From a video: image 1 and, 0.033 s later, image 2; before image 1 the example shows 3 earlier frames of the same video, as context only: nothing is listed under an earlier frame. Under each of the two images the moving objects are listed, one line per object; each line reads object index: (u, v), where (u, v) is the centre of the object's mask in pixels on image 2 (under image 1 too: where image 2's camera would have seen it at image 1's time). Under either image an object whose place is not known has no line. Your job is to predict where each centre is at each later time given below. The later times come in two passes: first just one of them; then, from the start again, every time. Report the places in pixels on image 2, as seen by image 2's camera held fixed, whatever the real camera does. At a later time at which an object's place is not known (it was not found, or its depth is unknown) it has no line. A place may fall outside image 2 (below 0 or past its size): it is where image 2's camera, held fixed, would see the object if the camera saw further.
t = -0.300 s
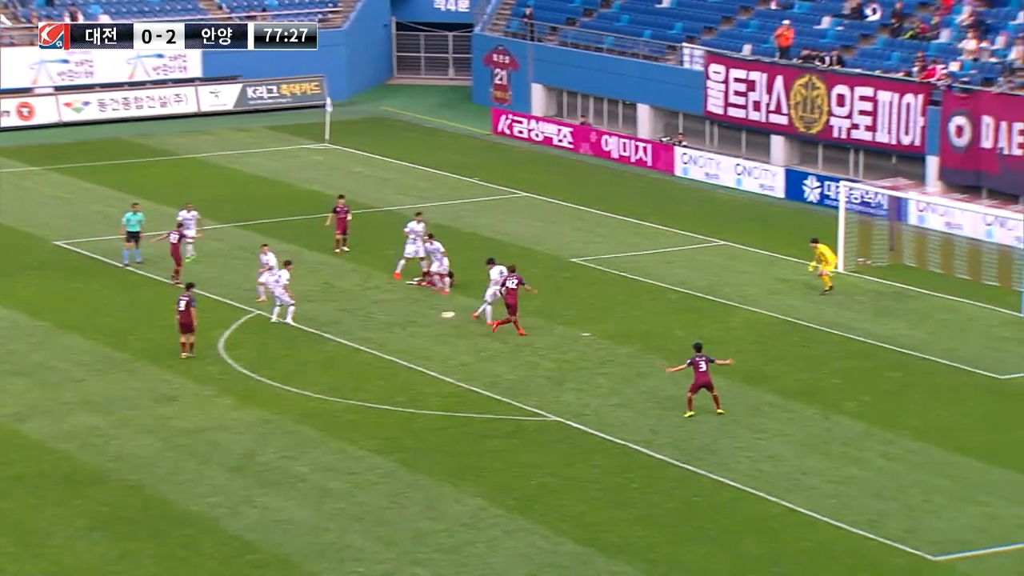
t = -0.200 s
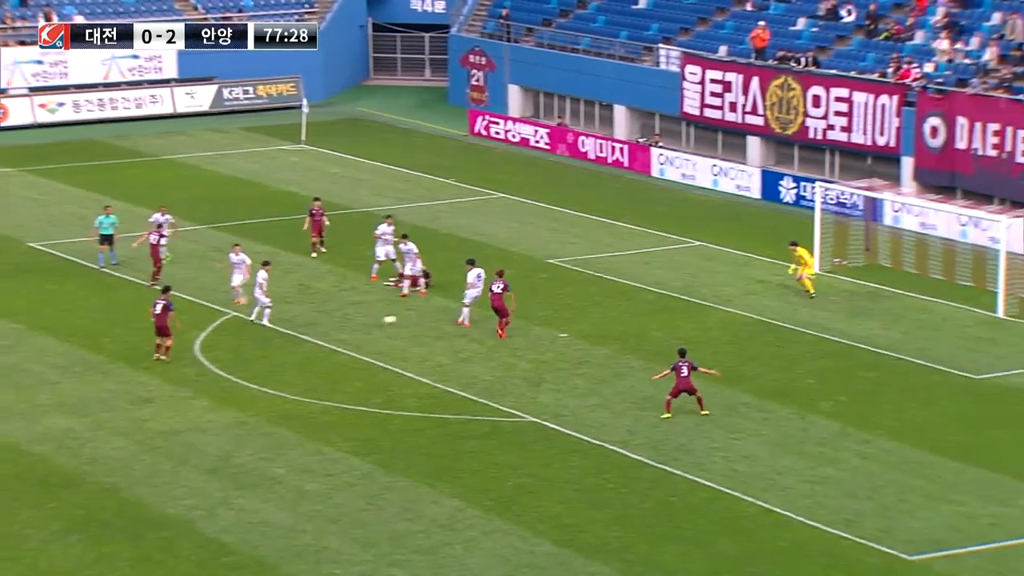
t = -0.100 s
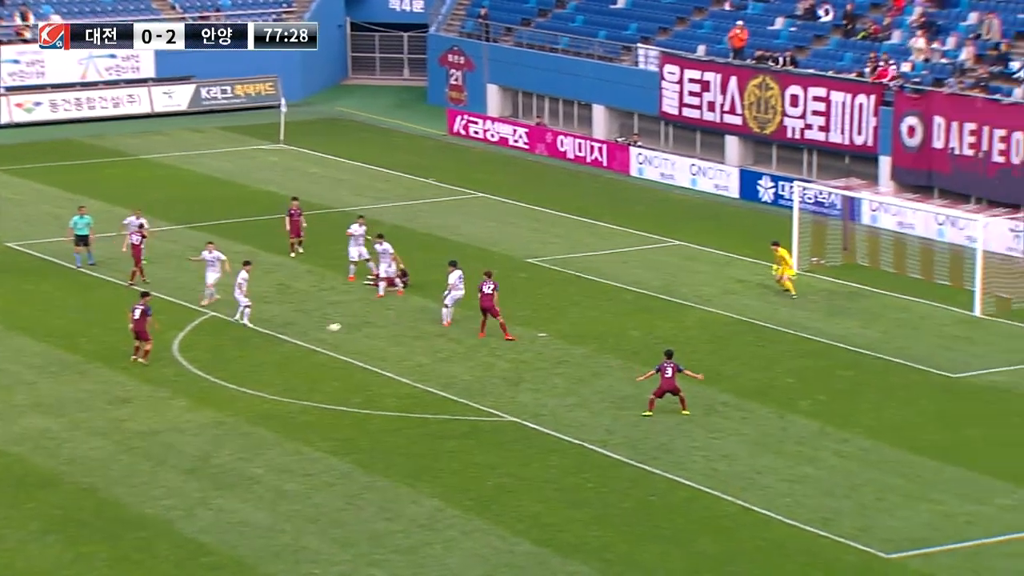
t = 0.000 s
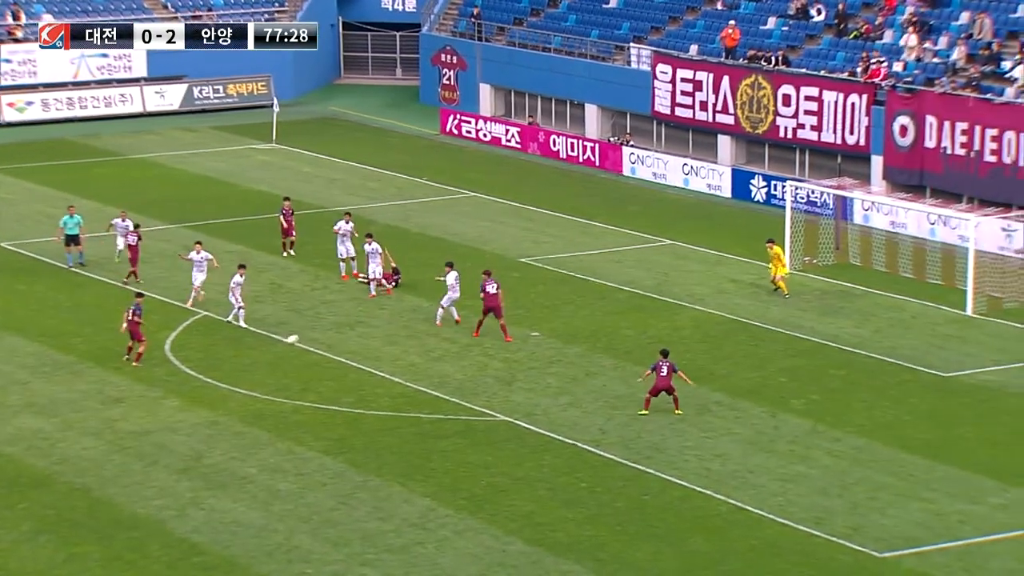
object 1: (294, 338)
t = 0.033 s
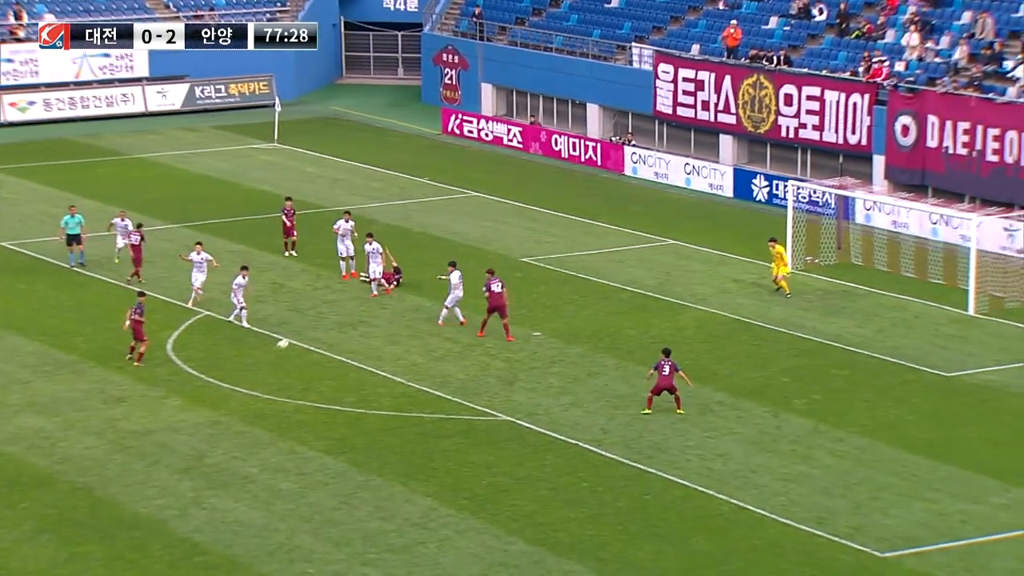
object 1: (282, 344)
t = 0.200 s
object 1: (226, 377)
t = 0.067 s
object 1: (272, 349)
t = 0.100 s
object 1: (260, 355)
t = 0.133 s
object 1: (249, 362)
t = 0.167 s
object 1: (238, 369)
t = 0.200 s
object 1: (226, 377)
